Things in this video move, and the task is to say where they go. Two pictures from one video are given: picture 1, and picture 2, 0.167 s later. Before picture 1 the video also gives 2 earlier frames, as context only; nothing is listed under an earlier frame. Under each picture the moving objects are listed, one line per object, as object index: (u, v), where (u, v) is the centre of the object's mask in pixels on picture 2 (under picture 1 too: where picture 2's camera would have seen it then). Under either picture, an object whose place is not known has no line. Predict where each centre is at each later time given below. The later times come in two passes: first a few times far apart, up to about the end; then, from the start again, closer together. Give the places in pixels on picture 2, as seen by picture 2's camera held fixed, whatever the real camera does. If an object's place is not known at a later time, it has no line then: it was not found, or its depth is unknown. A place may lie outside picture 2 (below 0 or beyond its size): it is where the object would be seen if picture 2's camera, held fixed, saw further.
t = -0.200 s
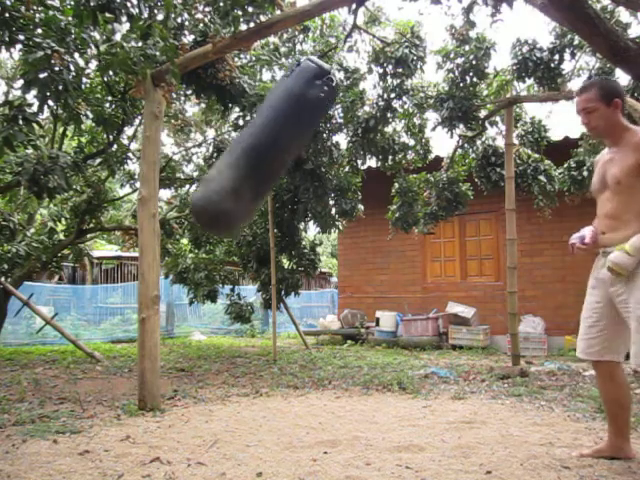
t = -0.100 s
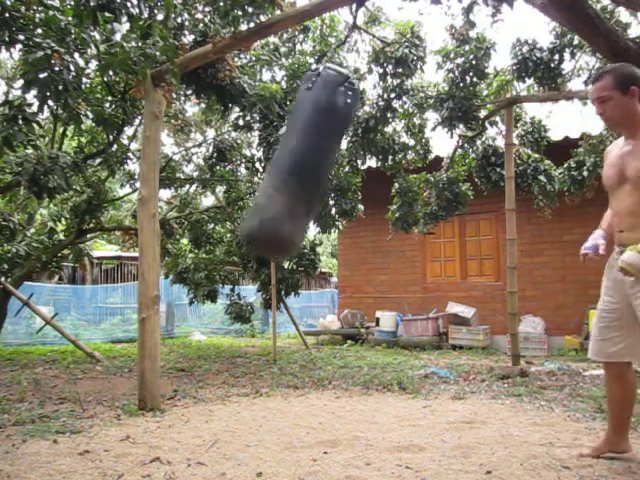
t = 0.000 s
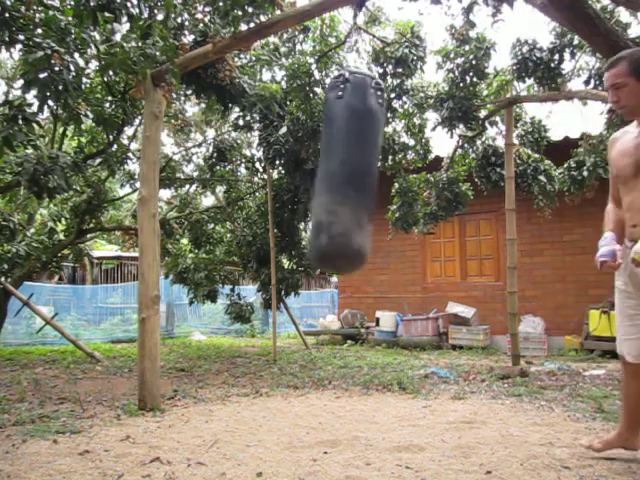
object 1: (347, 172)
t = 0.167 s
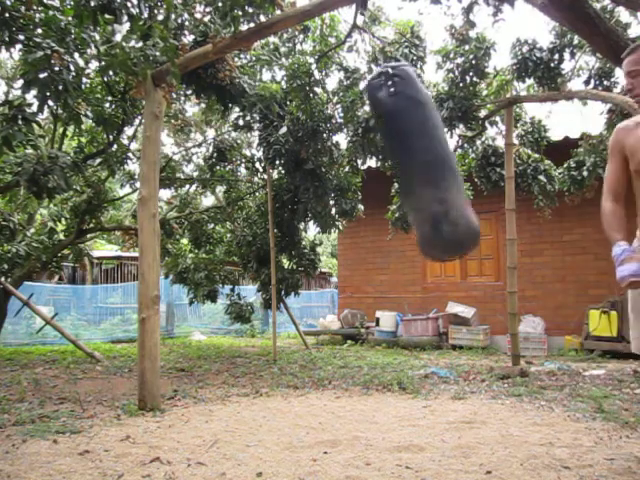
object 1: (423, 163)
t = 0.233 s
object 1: (448, 153)
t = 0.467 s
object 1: (491, 118)
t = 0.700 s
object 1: (486, 124)
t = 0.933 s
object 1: (429, 161)
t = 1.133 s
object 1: (343, 172)
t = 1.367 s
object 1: (261, 146)
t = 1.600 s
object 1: (237, 125)
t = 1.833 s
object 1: (257, 142)
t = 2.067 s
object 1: (328, 171)
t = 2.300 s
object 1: (422, 161)
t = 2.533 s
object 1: (479, 133)
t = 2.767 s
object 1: (482, 129)
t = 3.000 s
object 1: (437, 158)
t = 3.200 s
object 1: (361, 173)
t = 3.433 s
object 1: (280, 156)
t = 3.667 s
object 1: (248, 136)
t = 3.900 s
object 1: (261, 145)
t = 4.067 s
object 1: (298, 164)
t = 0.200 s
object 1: (436, 158)
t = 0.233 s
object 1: (448, 153)
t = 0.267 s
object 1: (458, 147)
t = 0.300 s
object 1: (467, 141)
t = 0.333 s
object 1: (475, 136)
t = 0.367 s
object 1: (480, 130)
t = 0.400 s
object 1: (485, 125)
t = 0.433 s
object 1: (489, 121)
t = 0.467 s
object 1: (491, 118)
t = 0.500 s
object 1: (493, 116)
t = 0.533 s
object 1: (494, 115)
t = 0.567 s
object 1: (494, 115)
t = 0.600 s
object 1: (493, 116)
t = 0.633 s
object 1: (492, 118)
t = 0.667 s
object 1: (489, 120)
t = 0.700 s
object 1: (486, 124)
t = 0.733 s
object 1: (482, 128)
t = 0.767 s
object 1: (477, 133)
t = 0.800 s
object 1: (470, 138)
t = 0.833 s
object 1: (461, 145)
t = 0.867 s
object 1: (452, 151)
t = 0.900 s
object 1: (441, 155)
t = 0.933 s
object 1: (429, 161)
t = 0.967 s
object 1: (417, 165)
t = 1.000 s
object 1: (402, 168)
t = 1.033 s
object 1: (388, 170)
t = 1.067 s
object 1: (374, 173)
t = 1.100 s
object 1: (358, 173)
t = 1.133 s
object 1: (343, 172)
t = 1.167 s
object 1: (328, 170)
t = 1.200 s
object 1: (315, 167)
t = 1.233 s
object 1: (302, 164)
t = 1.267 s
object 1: (290, 161)
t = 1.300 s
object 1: (279, 155)
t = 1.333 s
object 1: (269, 151)
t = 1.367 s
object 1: (261, 146)
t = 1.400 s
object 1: (255, 140)
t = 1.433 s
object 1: (248, 136)
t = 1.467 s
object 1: (244, 133)
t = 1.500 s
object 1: (241, 129)
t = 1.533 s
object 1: (239, 127)
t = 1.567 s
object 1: (238, 125)
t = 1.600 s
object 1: (237, 125)
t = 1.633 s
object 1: (237, 125)
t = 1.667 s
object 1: (238, 125)
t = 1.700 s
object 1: (240, 127)
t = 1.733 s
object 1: (242, 130)
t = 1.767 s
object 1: (246, 133)
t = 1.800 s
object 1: (251, 137)
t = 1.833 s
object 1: (257, 142)
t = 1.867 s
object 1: (263, 147)
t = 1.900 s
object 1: (272, 151)
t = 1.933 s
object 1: (281, 156)
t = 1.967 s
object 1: (291, 161)
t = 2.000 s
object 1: (303, 165)
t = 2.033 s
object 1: (315, 168)
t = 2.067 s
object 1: (328, 171)
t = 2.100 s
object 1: (342, 172)
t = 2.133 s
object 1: (356, 173)
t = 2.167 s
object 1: (370, 172)
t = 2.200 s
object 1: (384, 172)
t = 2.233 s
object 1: (398, 168)
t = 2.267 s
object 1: (410, 165)
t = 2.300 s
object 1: (422, 161)
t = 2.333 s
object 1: (434, 157)
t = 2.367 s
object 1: (444, 152)
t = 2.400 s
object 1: (453, 147)
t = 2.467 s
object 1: (468, 139)
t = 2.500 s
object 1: (474, 136)
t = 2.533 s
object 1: (479, 133)
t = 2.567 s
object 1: (482, 129)
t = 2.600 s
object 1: (484, 127)
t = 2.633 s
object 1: (486, 126)
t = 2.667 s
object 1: (486, 125)
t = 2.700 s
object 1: (486, 126)
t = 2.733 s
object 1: (484, 127)
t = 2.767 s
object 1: (482, 129)
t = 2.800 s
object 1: (479, 132)
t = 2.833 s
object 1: (475, 135)
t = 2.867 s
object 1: (470, 140)
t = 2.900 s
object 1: (464, 145)
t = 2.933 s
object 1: (456, 149)
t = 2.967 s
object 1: (447, 153)
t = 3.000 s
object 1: (437, 158)
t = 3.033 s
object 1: (426, 162)
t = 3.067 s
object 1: (415, 166)
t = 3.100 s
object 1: (402, 169)
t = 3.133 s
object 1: (389, 171)
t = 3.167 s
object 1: (375, 173)
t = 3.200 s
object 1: (361, 173)
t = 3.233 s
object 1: (348, 173)
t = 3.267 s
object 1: (335, 172)
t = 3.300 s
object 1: (322, 169)
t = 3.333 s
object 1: (309, 168)
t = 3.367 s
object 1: (299, 164)
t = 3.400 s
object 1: (289, 161)
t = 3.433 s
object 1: (280, 156)
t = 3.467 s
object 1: (271, 153)
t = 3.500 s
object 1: (266, 149)
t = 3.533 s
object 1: (260, 145)
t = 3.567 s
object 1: (256, 141)
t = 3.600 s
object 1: (253, 139)
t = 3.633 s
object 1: (250, 137)
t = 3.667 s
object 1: (248, 136)
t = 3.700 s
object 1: (248, 135)
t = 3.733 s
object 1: (248, 135)
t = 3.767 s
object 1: (249, 136)
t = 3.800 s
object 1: (250, 137)
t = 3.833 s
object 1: (253, 139)
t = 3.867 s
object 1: (257, 142)
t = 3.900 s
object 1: (261, 145)
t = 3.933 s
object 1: (266, 149)
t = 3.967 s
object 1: (273, 152)
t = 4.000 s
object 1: (281, 156)
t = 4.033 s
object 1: (289, 161)
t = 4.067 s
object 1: (298, 164)
